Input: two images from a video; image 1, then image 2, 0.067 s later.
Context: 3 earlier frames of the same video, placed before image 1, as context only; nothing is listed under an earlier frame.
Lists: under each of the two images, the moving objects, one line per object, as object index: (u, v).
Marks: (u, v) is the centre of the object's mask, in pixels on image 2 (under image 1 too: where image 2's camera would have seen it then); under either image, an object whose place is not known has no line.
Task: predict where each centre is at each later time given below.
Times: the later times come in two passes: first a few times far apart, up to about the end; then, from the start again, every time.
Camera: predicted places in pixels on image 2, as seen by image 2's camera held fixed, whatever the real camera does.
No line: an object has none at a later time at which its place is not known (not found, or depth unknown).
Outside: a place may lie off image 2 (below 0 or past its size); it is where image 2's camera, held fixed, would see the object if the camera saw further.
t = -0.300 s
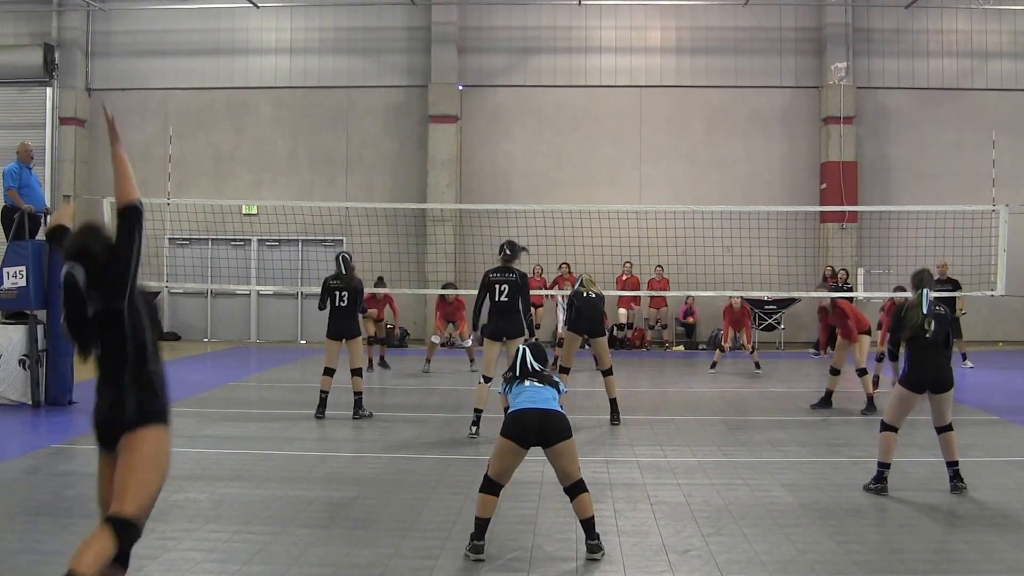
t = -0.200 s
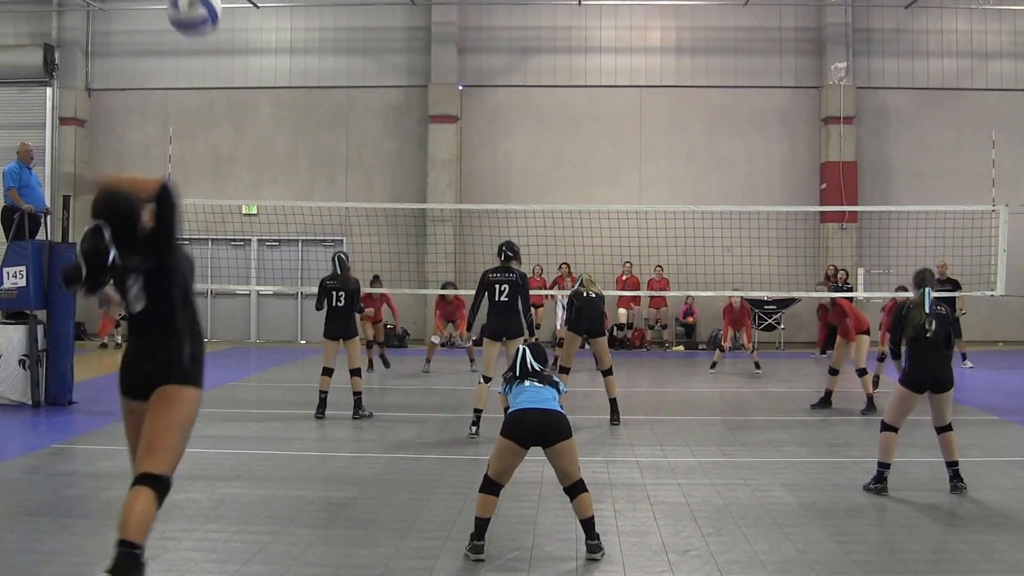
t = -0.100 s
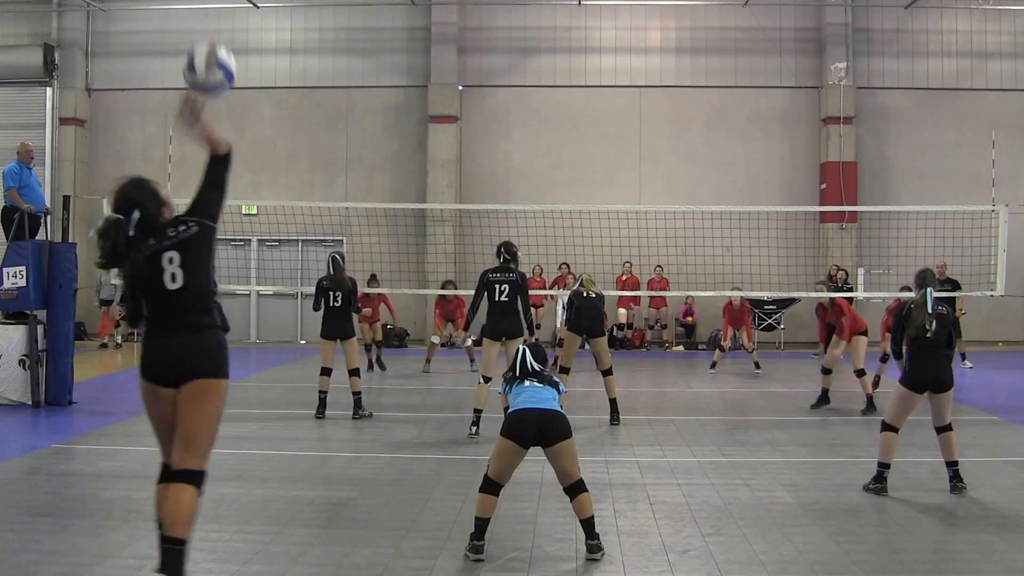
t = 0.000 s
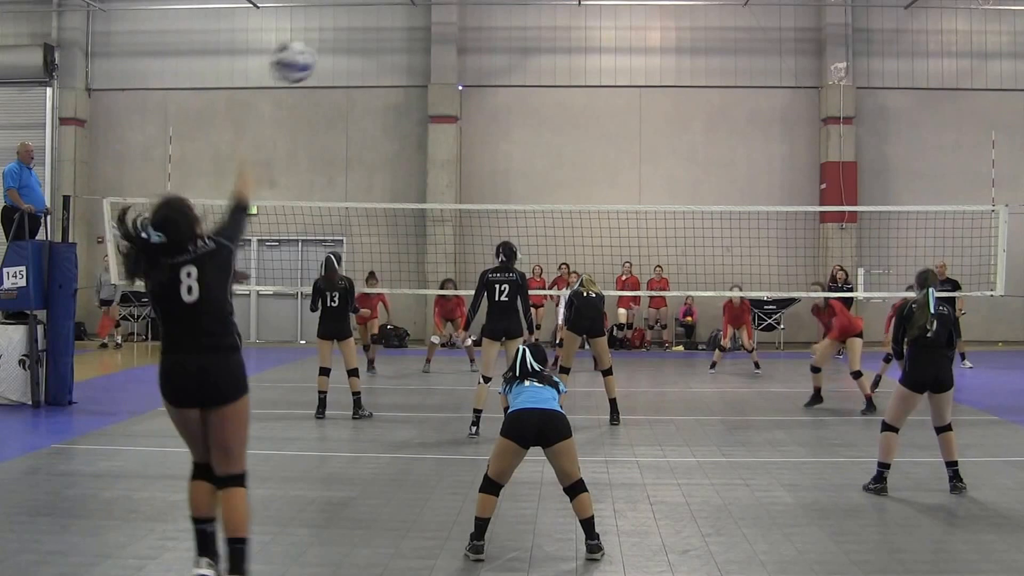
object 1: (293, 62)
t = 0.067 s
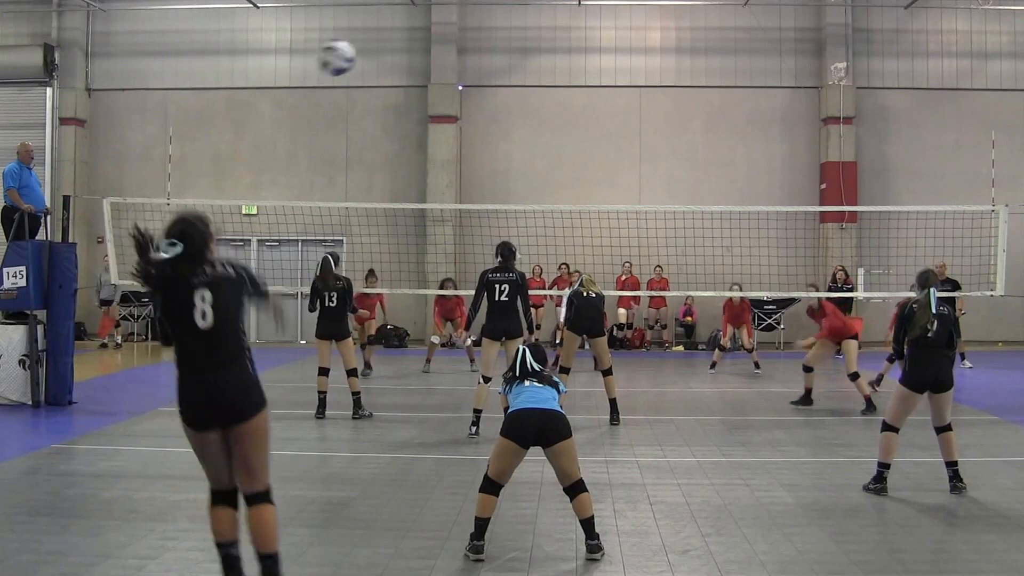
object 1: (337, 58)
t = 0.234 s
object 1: (406, 73)
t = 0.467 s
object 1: (456, 138)
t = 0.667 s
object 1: (485, 201)
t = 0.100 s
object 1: (355, 58)
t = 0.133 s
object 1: (370, 59)
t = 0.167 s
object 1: (384, 62)
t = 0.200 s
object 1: (395, 67)
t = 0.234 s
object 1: (406, 73)
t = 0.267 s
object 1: (415, 80)
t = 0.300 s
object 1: (423, 88)
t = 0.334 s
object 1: (430, 96)
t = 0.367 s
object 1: (437, 106)
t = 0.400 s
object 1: (443, 116)
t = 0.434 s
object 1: (450, 127)
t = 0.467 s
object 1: (456, 138)
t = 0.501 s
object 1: (461, 149)
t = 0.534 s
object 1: (467, 160)
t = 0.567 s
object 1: (471, 171)
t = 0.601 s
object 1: (476, 182)
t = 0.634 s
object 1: (481, 194)
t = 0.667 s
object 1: (485, 201)
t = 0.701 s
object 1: (490, 217)
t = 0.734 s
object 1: (494, 228)
